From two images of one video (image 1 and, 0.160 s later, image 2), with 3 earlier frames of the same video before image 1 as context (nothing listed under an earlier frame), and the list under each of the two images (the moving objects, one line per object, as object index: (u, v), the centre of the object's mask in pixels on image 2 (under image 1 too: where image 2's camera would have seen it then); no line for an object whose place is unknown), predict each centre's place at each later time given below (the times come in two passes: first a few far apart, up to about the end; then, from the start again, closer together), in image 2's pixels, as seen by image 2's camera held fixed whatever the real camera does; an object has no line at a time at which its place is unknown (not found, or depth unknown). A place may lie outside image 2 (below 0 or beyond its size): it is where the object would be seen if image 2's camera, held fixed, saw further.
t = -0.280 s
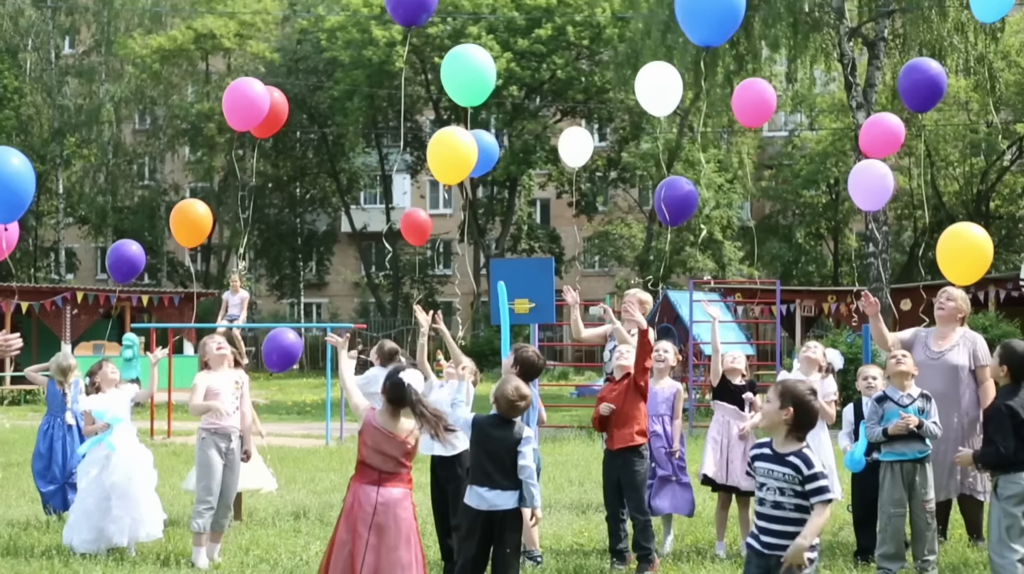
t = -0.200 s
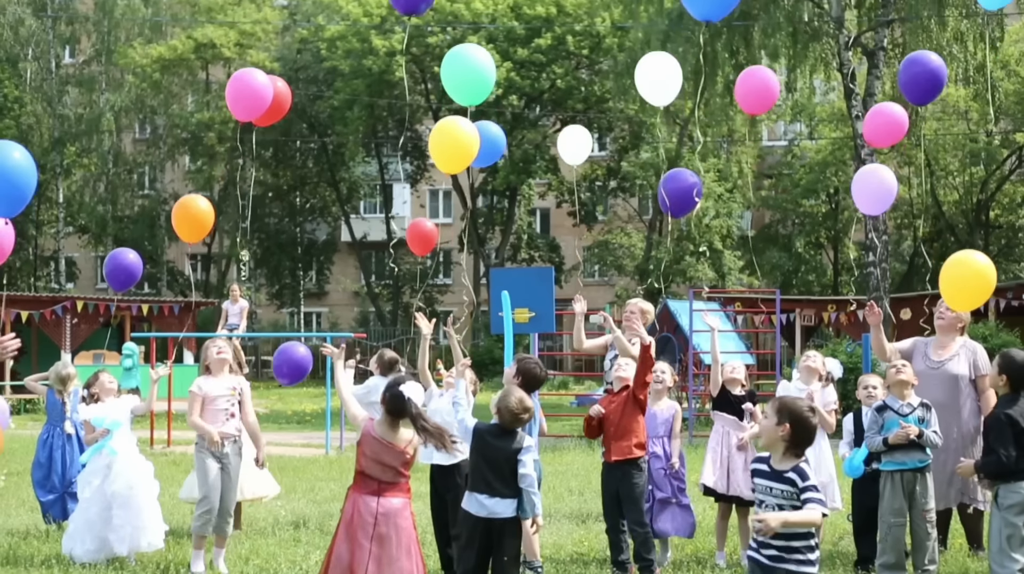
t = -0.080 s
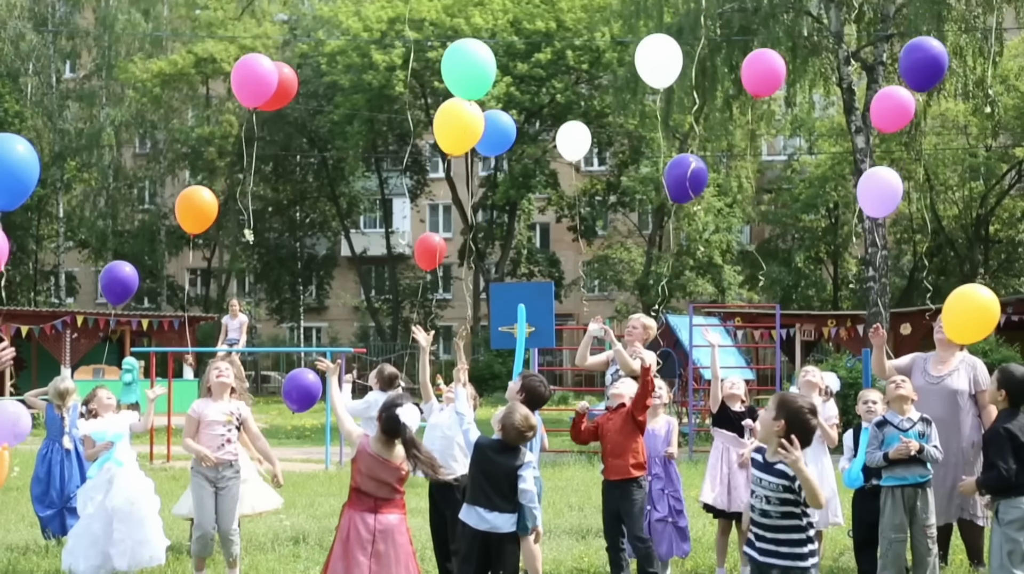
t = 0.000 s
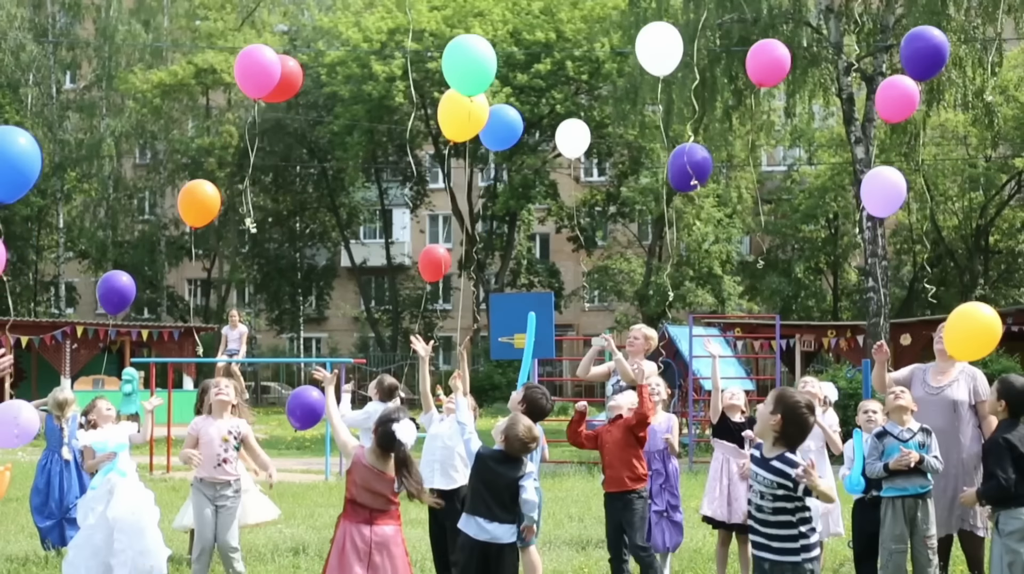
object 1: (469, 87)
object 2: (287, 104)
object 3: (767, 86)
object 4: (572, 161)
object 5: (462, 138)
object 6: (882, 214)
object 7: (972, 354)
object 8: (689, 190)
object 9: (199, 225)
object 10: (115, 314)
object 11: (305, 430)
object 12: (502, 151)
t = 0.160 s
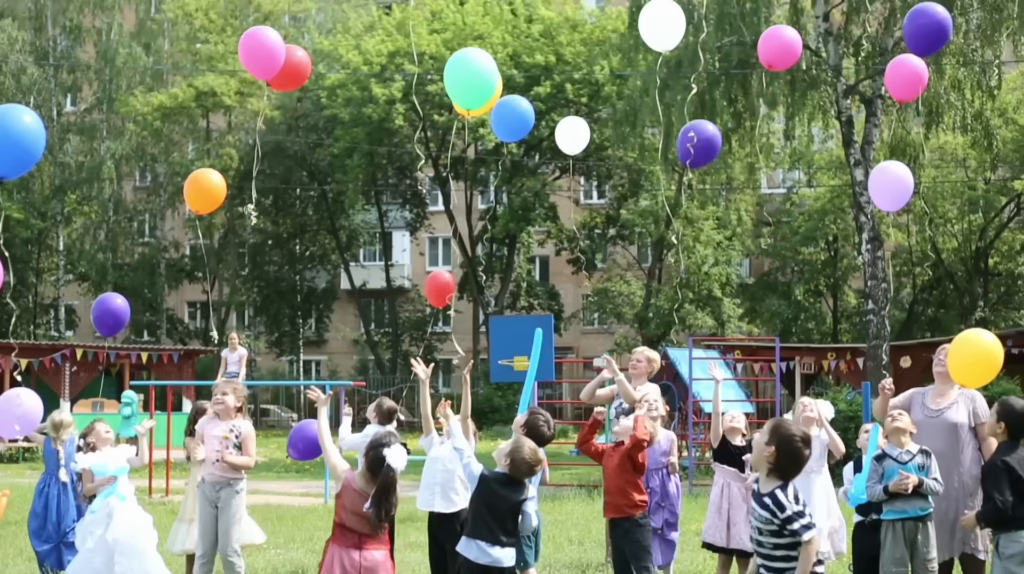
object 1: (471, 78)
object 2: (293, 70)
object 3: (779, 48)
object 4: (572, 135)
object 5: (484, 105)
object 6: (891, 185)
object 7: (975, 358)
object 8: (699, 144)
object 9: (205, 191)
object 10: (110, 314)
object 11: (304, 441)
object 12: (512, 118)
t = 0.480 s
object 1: (475, 33)
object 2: (293, 6)
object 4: (574, 91)
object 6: (906, 108)
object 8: (722, 51)
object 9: (213, 125)
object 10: (101, 317)
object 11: (285, 441)
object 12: (522, 50)
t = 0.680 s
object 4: (572, 66)
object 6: (912, 52)
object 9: (210, 90)
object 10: (97, 322)
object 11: (280, 416)
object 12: (518, 6)
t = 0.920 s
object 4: (566, 34)
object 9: (202, 56)
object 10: (92, 316)
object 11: (283, 367)
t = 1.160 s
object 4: (558, 1)
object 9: (198, 29)
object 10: (90, 291)
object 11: (295, 312)
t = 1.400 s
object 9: (201, 0)
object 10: (96, 251)
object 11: (309, 269)
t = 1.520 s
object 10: (105, 228)
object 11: (316, 252)
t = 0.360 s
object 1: (473, 55)
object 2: (295, 30)
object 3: (798, 6)
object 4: (574, 107)
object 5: (503, 23)
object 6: (901, 140)
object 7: (976, 346)
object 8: (713, 85)
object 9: (212, 149)
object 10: (105, 315)
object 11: (291, 447)
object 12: (521, 77)
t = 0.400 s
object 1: (474, 48)
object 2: (294, 21)
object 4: (574, 101)
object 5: (506, 13)
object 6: (903, 129)
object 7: (976, 342)
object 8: (716, 74)
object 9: (212, 141)
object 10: (103, 315)
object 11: (289, 446)
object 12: (522, 68)
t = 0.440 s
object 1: (474, 41)
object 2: (293, 14)
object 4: (574, 96)
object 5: (510, 3)
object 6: (905, 119)
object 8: (719, 62)
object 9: (213, 133)
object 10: (102, 316)
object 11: (287, 443)
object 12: (522, 59)
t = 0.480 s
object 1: (475, 33)
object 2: (293, 6)
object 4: (574, 91)
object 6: (906, 108)
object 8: (722, 51)
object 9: (213, 125)
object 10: (101, 317)
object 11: (285, 441)
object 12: (522, 50)
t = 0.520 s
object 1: (476, 24)
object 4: (574, 86)
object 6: (908, 97)
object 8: (725, 40)
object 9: (213, 118)
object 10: (100, 319)
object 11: (285, 438)
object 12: (522, 41)
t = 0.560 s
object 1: (476, 14)
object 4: (574, 81)
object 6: (909, 86)
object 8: (728, 29)
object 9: (212, 110)
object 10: (99, 320)
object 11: (283, 433)
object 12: (522, 32)
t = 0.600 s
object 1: (477, 4)
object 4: (573, 76)
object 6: (911, 74)
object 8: (730, 18)
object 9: (212, 103)
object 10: (98, 321)
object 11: (282, 428)
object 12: (521, 23)
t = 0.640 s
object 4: (573, 71)
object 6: (912, 63)
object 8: (733, 8)
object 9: (211, 97)
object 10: (98, 322)
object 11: (281, 422)
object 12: (520, 14)
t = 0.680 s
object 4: (572, 66)
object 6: (912, 52)
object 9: (210, 90)
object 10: (97, 322)
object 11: (280, 416)
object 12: (518, 6)
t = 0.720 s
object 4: (571, 61)
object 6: (913, 40)
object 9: (209, 84)
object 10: (96, 323)
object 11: (279, 409)
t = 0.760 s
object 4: (570, 55)
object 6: (913, 29)
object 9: (208, 78)
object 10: (95, 322)
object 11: (280, 402)
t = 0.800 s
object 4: (569, 50)
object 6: (913, 18)
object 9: (206, 72)
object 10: (94, 321)
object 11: (280, 393)
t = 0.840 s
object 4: (569, 45)
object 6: (913, 7)
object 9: (205, 67)
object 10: (94, 320)
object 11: (281, 385)
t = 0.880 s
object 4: (567, 40)
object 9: (204, 61)
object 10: (93, 318)
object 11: (282, 376)
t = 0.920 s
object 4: (566, 34)
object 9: (202, 56)
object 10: (92, 316)
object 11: (283, 367)
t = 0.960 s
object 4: (565, 29)
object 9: (201, 52)
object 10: (92, 313)
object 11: (285, 357)
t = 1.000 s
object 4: (564, 23)
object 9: (200, 47)
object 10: (91, 310)
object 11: (286, 348)
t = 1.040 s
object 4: (563, 18)
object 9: (199, 42)
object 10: (91, 306)
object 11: (288, 339)
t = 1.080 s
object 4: (561, 12)
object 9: (199, 38)
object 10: (90, 301)
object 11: (291, 329)
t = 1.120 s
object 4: (560, 7)
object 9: (198, 33)
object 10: (90, 297)
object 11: (293, 321)
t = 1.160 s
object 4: (558, 1)
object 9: (198, 29)
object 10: (90, 291)
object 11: (295, 312)
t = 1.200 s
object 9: (198, 24)
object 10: (90, 285)
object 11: (297, 304)
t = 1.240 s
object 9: (198, 19)
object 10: (91, 279)
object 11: (300, 296)
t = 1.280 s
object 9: (198, 15)
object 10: (92, 272)
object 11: (302, 289)
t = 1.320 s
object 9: (199, 10)
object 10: (93, 266)
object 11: (304, 282)
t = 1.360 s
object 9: (200, 5)
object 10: (95, 258)
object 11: (307, 275)
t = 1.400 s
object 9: (201, 0)
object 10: (96, 251)
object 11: (309, 269)
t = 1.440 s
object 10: (99, 243)
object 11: (311, 263)
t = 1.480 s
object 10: (102, 236)
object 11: (314, 257)
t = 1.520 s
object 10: (105, 228)
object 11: (316, 252)
